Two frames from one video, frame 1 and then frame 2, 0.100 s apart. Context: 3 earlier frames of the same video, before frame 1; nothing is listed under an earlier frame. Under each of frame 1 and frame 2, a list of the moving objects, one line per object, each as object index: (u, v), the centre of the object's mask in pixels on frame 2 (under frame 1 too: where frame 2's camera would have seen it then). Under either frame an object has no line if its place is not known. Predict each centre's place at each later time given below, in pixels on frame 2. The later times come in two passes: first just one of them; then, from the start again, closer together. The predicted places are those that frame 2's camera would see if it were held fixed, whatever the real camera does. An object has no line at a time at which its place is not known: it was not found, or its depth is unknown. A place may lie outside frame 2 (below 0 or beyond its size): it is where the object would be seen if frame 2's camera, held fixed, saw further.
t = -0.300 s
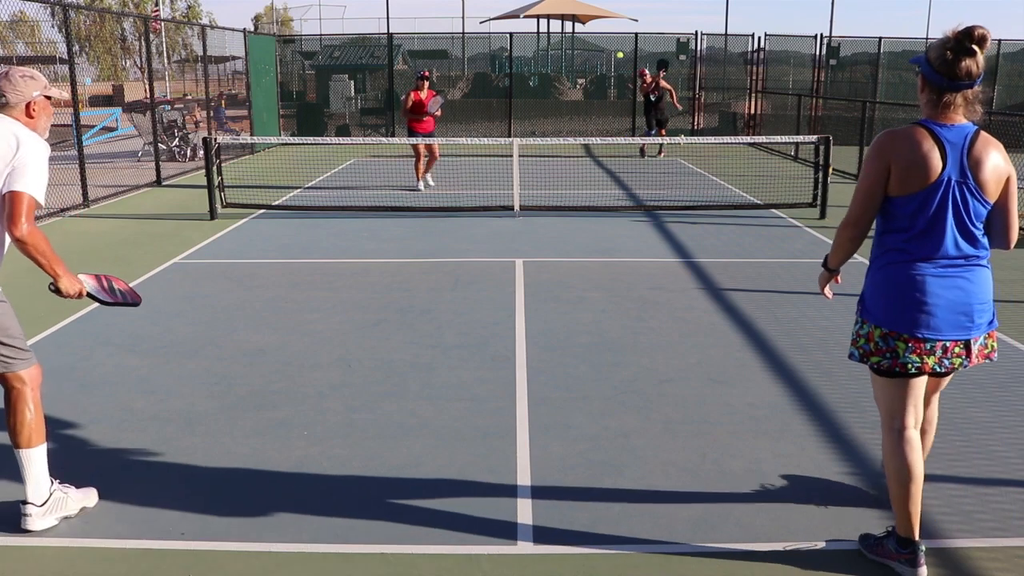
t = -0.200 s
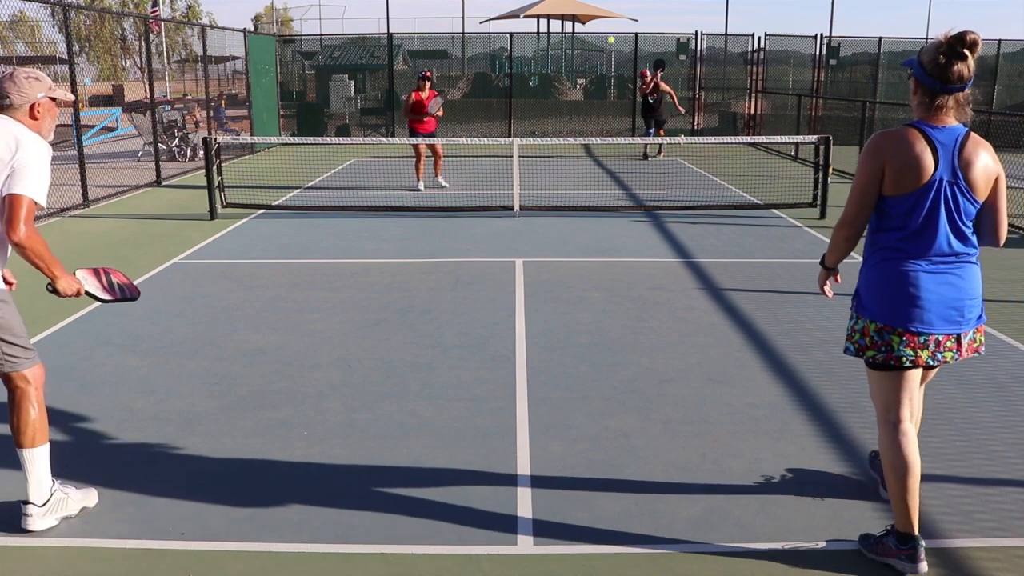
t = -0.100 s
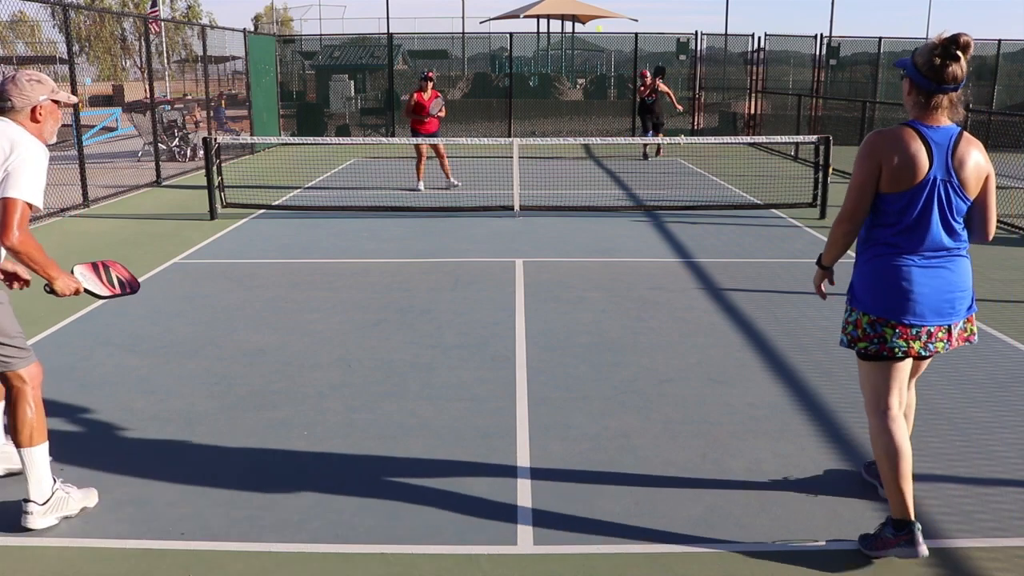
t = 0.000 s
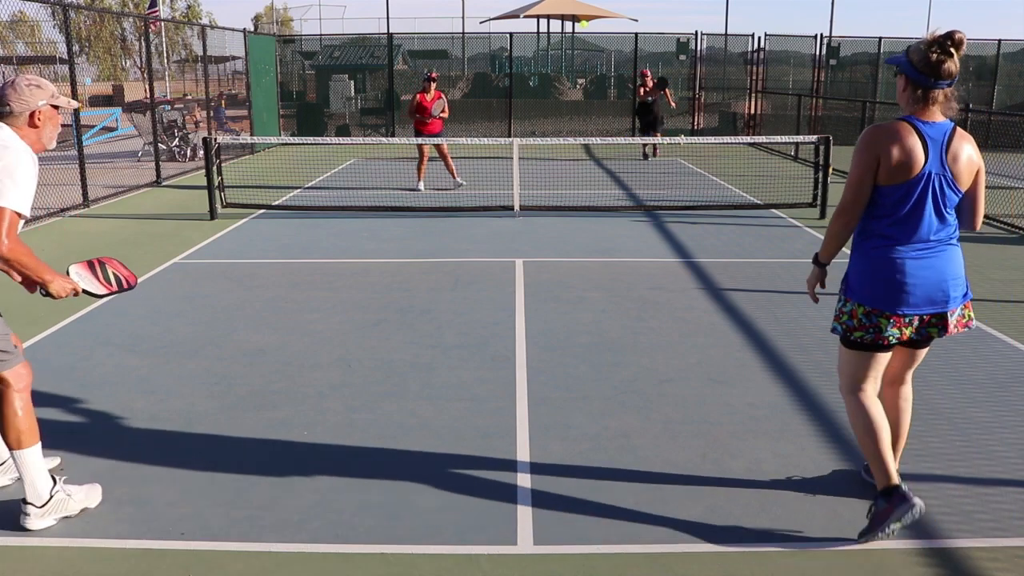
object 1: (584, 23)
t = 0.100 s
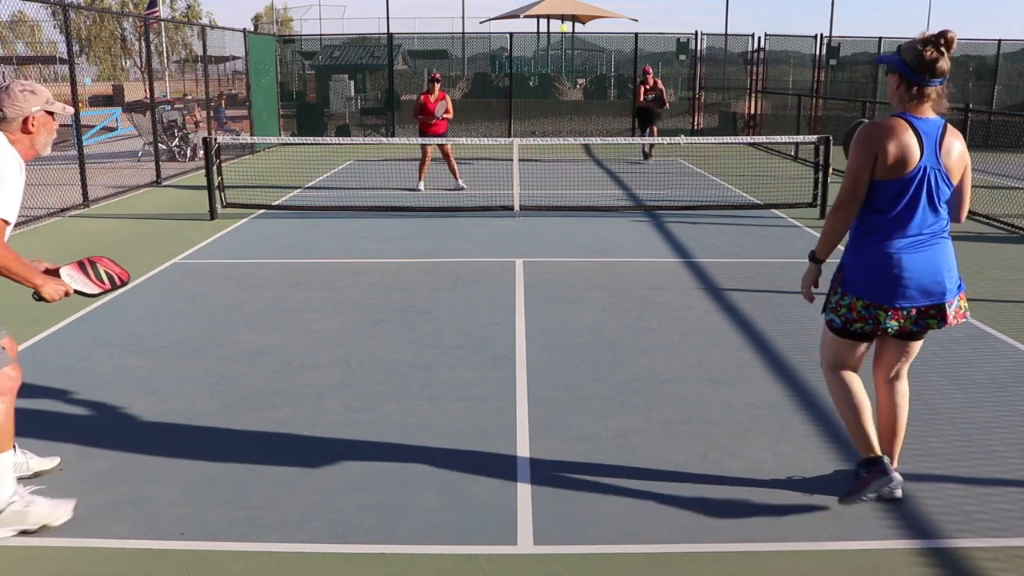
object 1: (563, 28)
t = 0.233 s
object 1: (528, 50)
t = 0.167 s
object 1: (547, 36)
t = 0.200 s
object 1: (538, 42)
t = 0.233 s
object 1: (528, 50)
